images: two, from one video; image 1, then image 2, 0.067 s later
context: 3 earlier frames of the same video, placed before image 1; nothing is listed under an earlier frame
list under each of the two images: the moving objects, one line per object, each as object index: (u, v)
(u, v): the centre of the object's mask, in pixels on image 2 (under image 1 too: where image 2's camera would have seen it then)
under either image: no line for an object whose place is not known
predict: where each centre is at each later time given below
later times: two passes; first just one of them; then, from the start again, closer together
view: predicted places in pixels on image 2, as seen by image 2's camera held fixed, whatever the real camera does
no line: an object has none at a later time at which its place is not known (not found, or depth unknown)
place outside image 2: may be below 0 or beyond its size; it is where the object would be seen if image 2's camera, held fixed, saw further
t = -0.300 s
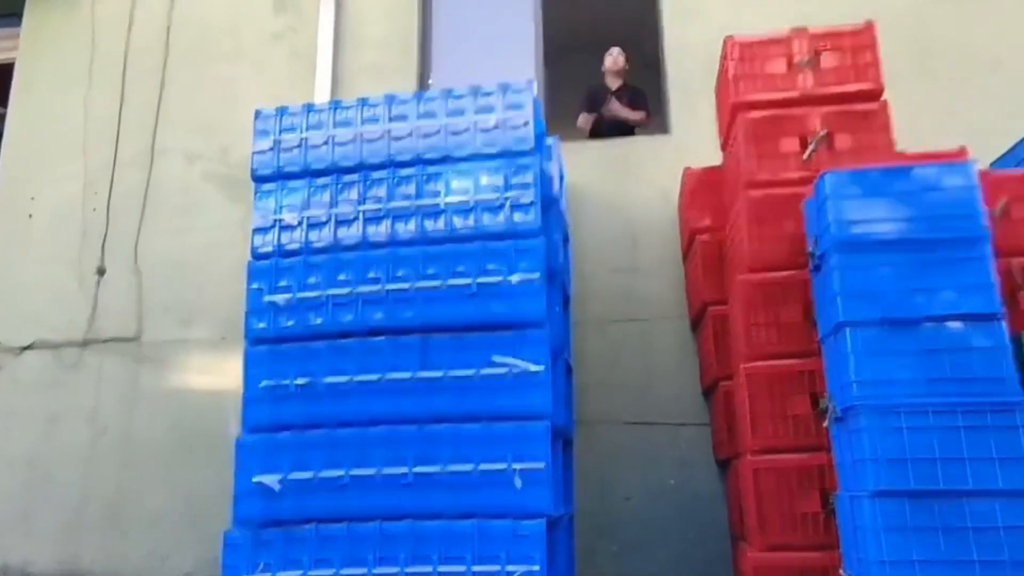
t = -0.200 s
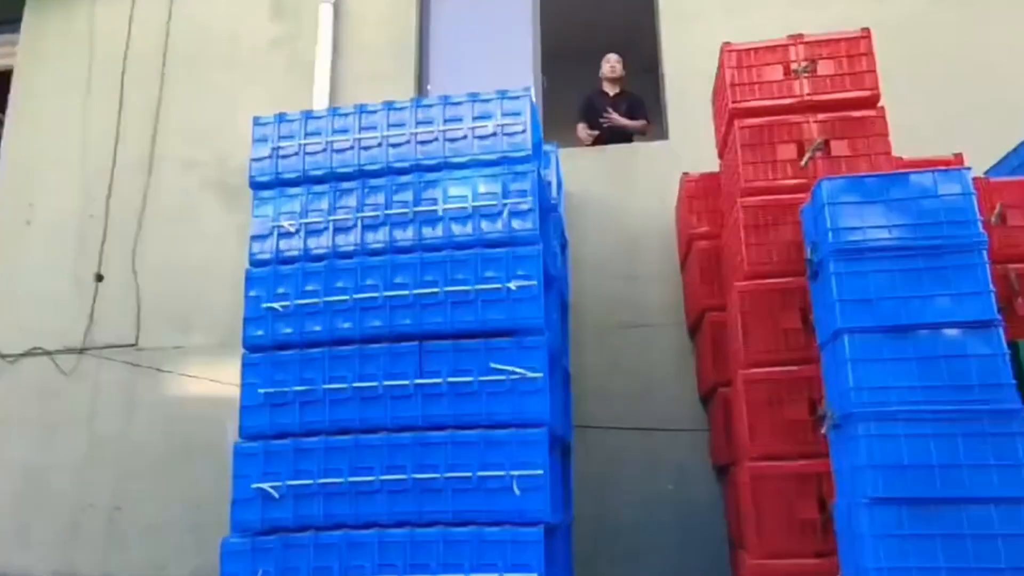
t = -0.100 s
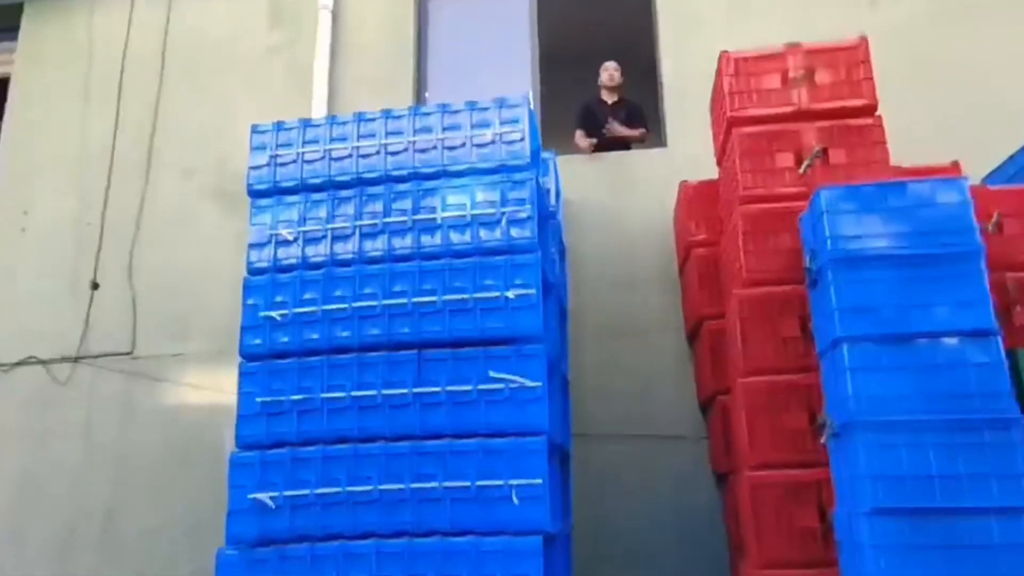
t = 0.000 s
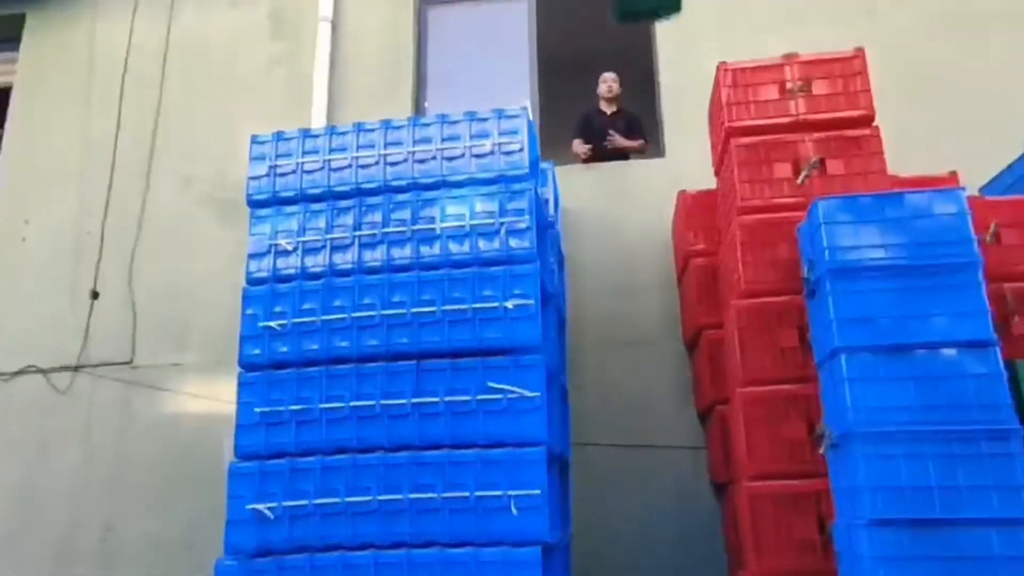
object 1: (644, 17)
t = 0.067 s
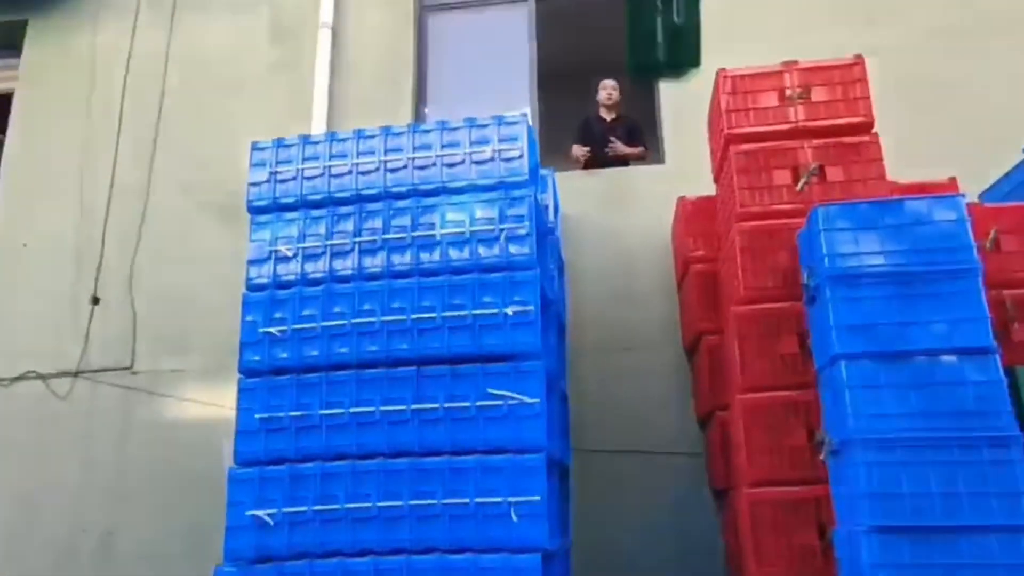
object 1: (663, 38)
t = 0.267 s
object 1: (758, 285)
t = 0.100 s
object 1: (675, 51)
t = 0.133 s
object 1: (689, 75)
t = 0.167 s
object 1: (701, 116)
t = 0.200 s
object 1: (717, 165)
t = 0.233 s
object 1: (736, 219)
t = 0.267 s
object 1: (758, 285)
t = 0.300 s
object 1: (782, 368)
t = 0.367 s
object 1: (840, 514)
